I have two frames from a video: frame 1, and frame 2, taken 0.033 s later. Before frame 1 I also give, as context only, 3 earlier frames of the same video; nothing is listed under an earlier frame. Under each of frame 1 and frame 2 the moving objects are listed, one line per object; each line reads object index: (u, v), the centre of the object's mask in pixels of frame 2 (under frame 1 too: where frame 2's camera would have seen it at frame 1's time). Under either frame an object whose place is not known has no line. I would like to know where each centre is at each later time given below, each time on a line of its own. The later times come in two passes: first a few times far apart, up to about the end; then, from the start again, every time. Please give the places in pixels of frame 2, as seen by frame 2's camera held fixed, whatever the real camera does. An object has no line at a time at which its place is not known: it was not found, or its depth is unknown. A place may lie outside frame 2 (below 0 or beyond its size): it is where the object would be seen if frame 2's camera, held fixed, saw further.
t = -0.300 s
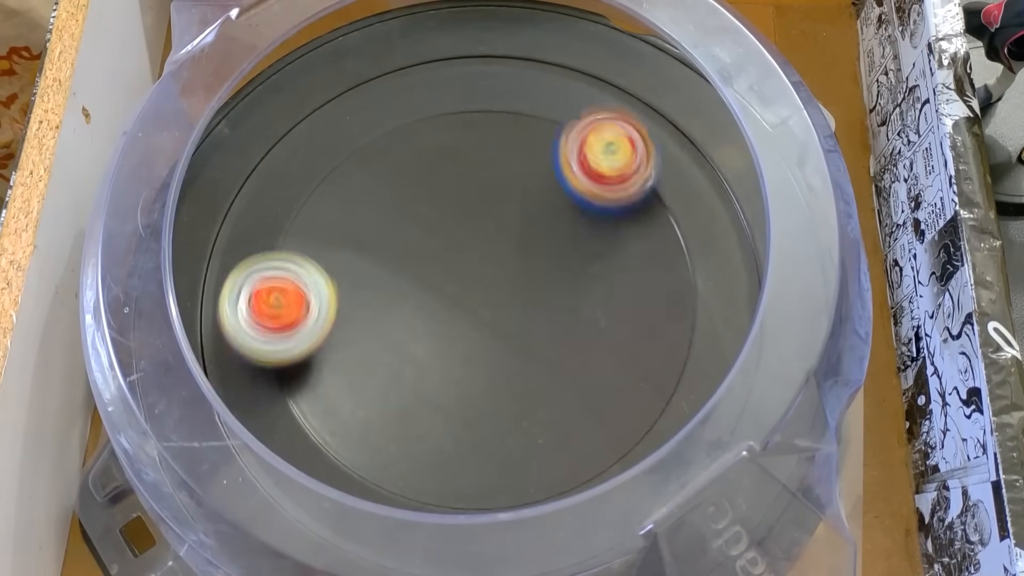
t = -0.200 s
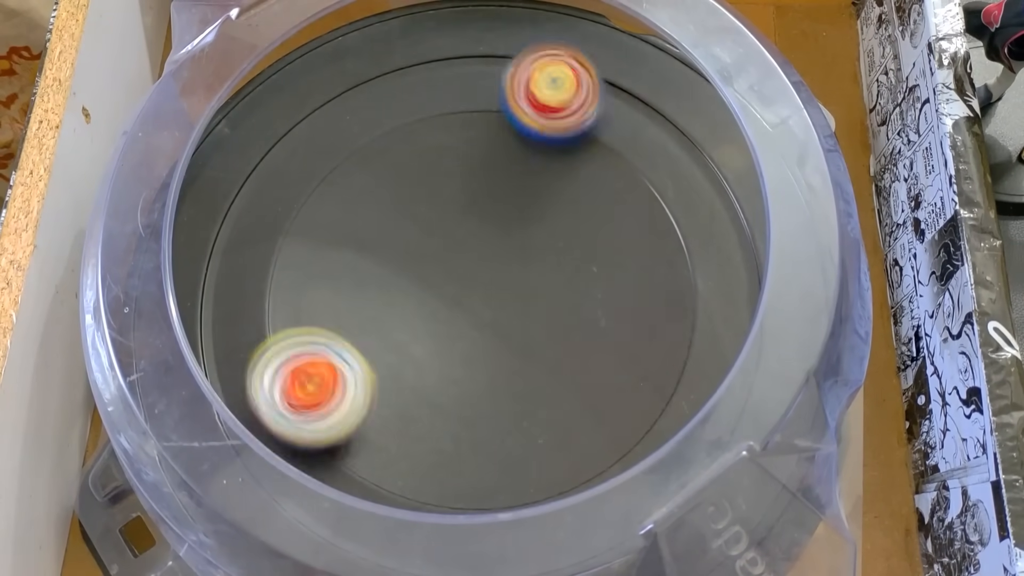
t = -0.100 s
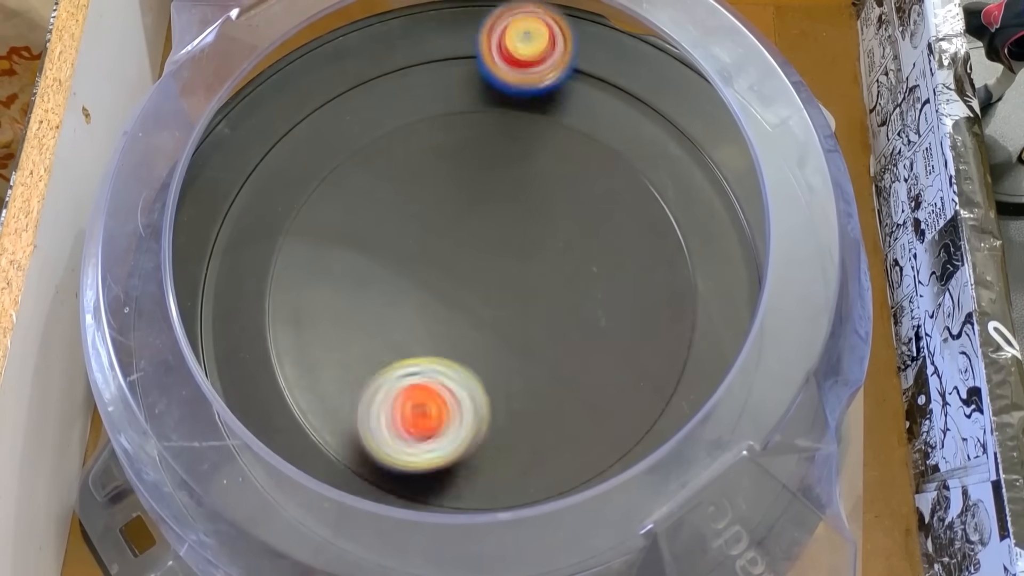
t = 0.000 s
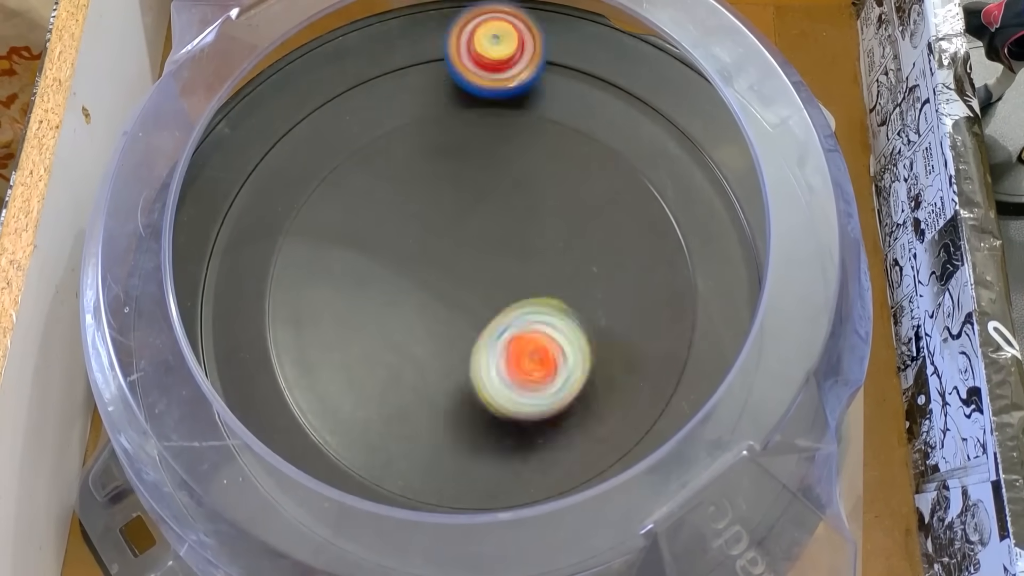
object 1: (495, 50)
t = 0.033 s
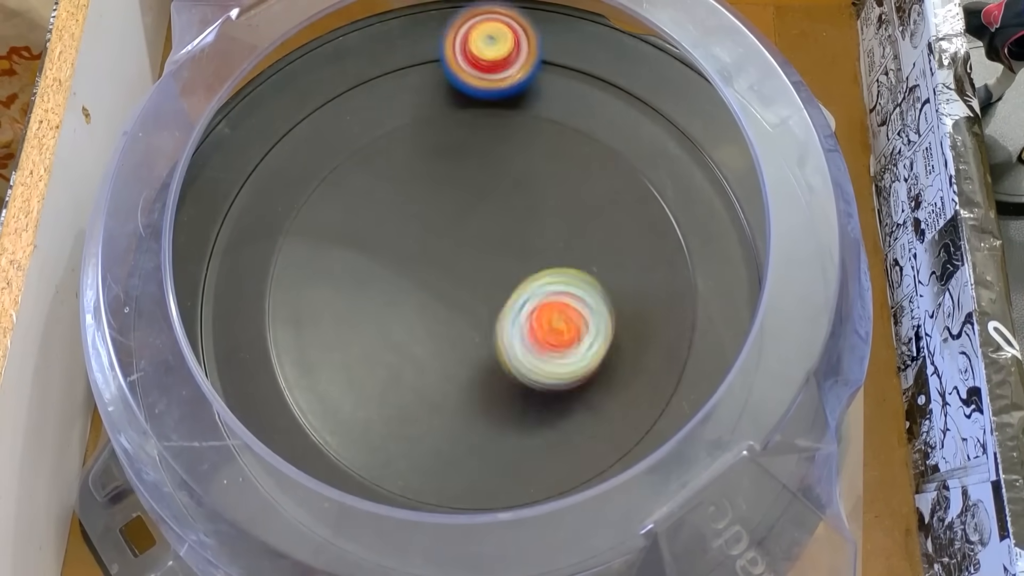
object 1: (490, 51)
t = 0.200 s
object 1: (459, 56)
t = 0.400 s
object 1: (410, 48)
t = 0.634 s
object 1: (380, 131)
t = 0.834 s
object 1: (370, 245)
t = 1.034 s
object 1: (505, 333)
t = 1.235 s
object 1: (603, 256)
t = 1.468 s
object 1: (555, 153)
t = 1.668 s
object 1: (435, 258)
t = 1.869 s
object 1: (461, 379)
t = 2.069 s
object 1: (518, 311)
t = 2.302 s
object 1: (419, 196)
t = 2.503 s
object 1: (334, 242)
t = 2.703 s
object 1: (372, 340)
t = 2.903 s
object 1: (514, 340)
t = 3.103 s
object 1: (589, 192)
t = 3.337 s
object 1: (551, 139)
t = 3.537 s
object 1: (503, 216)
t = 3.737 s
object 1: (495, 327)
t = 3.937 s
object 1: (539, 372)
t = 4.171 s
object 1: (530, 405)
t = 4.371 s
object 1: (501, 394)
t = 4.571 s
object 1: (441, 339)
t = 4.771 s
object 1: (398, 300)
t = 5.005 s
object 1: (374, 267)
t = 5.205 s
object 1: (404, 255)
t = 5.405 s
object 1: (476, 243)
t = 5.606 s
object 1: (505, 217)
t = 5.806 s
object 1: (529, 228)
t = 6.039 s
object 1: (537, 272)
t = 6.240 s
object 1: (533, 310)
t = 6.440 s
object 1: (517, 340)
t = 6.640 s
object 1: (631, 338)
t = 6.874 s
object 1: (644, 319)
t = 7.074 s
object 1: (574, 299)
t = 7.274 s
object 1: (464, 286)
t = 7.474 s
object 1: (432, 317)
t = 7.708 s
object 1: (476, 345)
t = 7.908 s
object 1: (509, 331)
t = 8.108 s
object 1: (507, 285)
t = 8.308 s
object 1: (478, 256)
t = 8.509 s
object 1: (452, 263)
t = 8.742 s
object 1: (434, 261)
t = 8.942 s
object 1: (429, 238)
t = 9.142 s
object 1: (484, 234)
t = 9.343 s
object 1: (486, 265)
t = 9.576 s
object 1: (509, 288)
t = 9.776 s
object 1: (512, 305)
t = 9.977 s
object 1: (507, 293)
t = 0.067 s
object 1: (488, 49)
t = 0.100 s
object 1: (482, 49)
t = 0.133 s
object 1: (471, 51)
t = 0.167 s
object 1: (462, 54)
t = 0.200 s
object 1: (459, 56)
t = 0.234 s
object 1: (458, 53)
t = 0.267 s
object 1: (449, 42)
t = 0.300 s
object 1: (439, 47)
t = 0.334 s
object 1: (429, 38)
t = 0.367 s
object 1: (418, 35)
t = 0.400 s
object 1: (410, 48)
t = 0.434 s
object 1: (404, 68)
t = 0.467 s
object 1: (398, 85)
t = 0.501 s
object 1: (392, 97)
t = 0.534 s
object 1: (389, 106)
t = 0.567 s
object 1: (386, 114)
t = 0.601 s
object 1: (383, 120)
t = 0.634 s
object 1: (380, 131)
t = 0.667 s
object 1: (376, 145)
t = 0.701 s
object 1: (370, 159)
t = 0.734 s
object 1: (364, 176)
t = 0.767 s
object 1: (360, 197)
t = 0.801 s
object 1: (361, 219)
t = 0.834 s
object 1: (370, 245)
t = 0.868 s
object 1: (382, 269)
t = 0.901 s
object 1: (400, 290)
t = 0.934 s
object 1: (425, 310)
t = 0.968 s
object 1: (452, 324)
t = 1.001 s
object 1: (476, 331)
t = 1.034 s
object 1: (505, 333)
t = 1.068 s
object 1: (528, 331)
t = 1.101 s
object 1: (548, 322)
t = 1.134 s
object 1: (566, 309)
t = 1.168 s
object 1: (581, 295)
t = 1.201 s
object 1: (592, 276)
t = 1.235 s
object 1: (603, 256)
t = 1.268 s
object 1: (612, 236)
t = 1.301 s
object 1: (615, 215)
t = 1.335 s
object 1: (615, 192)
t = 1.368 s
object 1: (609, 176)
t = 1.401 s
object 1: (594, 163)
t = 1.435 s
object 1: (576, 154)
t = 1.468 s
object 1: (555, 153)
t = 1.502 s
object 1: (533, 158)
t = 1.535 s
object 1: (508, 170)
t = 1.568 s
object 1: (485, 186)
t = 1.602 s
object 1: (465, 207)
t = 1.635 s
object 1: (447, 232)
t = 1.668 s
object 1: (435, 258)
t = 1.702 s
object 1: (428, 282)
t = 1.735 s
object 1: (426, 307)
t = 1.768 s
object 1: (429, 330)
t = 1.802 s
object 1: (435, 349)
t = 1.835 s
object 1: (446, 366)
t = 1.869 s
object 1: (461, 379)
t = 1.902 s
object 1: (478, 390)
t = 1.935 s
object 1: (495, 398)
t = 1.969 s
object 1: (516, 404)
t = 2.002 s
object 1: (528, 399)
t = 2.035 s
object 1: (524, 354)
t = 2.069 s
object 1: (518, 311)
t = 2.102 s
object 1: (508, 275)
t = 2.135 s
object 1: (496, 244)
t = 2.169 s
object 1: (481, 220)
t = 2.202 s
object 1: (467, 206)
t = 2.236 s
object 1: (451, 197)
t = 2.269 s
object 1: (435, 195)
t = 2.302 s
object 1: (419, 196)
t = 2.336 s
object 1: (402, 199)
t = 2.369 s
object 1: (386, 203)
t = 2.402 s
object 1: (371, 210)
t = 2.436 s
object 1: (357, 219)
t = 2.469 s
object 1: (344, 229)
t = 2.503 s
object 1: (334, 242)
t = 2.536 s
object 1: (327, 257)
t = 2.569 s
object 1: (324, 275)
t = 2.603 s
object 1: (327, 292)
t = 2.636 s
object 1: (338, 310)
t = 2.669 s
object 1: (353, 327)
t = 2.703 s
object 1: (372, 340)
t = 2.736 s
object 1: (394, 351)
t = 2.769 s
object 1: (419, 357)
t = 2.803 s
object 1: (445, 358)
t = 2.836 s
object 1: (470, 356)
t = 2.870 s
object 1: (494, 349)
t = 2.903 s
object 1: (514, 340)
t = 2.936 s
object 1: (531, 327)
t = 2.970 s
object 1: (545, 310)
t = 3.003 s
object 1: (555, 293)
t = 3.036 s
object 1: (568, 265)
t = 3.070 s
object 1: (580, 225)
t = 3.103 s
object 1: (589, 192)
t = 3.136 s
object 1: (594, 167)
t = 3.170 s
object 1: (597, 150)
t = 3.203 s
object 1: (595, 137)
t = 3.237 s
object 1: (589, 129)
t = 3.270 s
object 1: (578, 128)
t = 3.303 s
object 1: (563, 132)
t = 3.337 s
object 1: (551, 139)
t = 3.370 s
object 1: (543, 145)
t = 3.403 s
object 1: (535, 153)
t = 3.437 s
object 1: (526, 164)
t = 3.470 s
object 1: (518, 178)
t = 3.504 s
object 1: (510, 196)
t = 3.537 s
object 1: (503, 216)
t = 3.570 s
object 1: (498, 235)
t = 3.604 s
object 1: (493, 256)
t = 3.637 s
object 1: (489, 277)
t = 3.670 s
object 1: (488, 296)
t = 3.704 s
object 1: (489, 313)
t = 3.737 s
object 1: (495, 327)
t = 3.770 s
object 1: (508, 339)
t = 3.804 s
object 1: (518, 345)
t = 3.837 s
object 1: (526, 354)
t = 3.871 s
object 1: (533, 362)
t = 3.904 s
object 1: (537, 369)
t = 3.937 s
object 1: (539, 372)
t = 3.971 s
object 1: (539, 376)
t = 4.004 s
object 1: (539, 382)
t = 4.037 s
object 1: (539, 388)
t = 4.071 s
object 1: (538, 392)
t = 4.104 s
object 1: (536, 394)
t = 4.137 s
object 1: (533, 399)
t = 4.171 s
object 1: (530, 405)
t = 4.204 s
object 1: (528, 409)
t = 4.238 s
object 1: (524, 408)
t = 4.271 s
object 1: (518, 406)
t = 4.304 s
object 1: (511, 405)
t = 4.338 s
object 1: (507, 403)
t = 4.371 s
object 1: (501, 394)
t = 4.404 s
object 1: (491, 385)
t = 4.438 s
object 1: (481, 377)
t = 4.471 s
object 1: (472, 370)
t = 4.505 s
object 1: (464, 359)
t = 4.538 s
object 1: (453, 348)
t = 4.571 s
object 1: (441, 339)
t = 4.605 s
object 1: (432, 333)
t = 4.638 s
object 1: (425, 324)
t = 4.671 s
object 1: (416, 315)
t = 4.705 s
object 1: (407, 310)
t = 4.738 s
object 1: (402, 306)
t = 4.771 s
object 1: (398, 300)
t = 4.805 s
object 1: (393, 293)
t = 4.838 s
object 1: (387, 289)
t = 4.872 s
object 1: (383, 286)
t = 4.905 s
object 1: (381, 280)
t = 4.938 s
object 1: (377, 274)
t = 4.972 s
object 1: (373, 270)
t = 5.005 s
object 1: (374, 267)
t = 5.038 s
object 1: (375, 262)
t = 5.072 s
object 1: (375, 259)
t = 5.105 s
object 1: (380, 259)
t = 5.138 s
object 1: (389, 258)
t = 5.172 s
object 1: (397, 255)
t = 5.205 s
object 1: (404, 255)
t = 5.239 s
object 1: (417, 257)
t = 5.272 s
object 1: (430, 255)
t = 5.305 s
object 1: (440, 252)
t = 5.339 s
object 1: (451, 251)
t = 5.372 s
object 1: (466, 249)
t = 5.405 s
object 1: (476, 243)
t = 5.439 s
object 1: (478, 234)
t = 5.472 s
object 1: (481, 229)
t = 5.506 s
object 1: (485, 223)
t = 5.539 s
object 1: (490, 219)
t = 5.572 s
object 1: (497, 220)
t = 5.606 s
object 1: (505, 217)
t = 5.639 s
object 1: (508, 216)
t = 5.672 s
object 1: (513, 217)
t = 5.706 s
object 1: (519, 217)
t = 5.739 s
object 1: (521, 219)
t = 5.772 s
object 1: (525, 224)
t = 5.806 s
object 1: (529, 228)
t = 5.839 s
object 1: (530, 234)
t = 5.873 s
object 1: (532, 241)
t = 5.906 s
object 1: (535, 247)
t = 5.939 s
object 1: (533, 255)
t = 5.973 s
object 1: (535, 263)
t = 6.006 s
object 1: (538, 266)
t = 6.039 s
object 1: (537, 272)
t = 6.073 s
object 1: (538, 280)
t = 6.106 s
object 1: (538, 283)
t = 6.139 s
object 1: (537, 291)
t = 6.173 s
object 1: (538, 298)
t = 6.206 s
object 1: (535, 303)
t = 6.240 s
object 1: (533, 310)
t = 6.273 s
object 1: (533, 315)
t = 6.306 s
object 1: (529, 320)
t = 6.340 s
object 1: (527, 327)
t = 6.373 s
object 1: (525, 330)
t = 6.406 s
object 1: (519, 334)
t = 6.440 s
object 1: (517, 340)
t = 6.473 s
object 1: (513, 340)
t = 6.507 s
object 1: (523, 346)
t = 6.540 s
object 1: (561, 343)
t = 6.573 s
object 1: (592, 346)
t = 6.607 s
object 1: (617, 340)
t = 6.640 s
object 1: (631, 338)
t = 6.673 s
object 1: (640, 332)
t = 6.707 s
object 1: (646, 334)
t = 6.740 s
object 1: (646, 328)
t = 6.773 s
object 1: (650, 327)
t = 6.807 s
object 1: (648, 323)
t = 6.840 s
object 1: (650, 323)
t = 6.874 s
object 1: (644, 319)
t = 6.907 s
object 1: (641, 316)
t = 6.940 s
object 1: (630, 312)
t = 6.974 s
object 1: (622, 308)
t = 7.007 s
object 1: (605, 305)
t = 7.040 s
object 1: (592, 299)
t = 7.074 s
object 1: (574, 299)
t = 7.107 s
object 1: (558, 292)
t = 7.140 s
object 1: (540, 291)
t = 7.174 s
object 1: (521, 285)
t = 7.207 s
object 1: (502, 285)
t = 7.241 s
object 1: (482, 283)
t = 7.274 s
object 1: (464, 286)
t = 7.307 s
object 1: (446, 292)
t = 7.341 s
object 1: (436, 294)
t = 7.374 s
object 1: (428, 301)
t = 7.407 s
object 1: (425, 303)
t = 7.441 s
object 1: (431, 311)
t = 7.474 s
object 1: (432, 317)
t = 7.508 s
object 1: (439, 319)
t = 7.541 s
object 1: (444, 328)
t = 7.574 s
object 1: (447, 331)
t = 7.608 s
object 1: (457, 335)
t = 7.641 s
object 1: (459, 341)
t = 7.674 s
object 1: (466, 340)
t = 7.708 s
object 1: (476, 345)
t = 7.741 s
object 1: (479, 345)
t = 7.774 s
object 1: (489, 342)
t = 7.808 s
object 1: (495, 345)
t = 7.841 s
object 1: (499, 338)
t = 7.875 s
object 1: (508, 335)
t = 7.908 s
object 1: (509, 331)
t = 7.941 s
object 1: (512, 320)
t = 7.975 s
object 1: (517, 317)
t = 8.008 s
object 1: (514, 308)
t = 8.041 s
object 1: (514, 297)
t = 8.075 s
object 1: (513, 295)
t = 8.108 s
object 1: (507, 285)
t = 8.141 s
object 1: (506, 278)
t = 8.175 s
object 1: (500, 276)
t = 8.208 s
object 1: (494, 266)
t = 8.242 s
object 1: (493, 264)
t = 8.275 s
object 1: (484, 262)
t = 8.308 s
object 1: (478, 256)
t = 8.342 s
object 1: (476, 257)
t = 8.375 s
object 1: (467, 257)
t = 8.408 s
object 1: (463, 255)
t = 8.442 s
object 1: (459, 260)
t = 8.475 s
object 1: (452, 261)
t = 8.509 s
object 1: (452, 263)
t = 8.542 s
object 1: (448, 272)
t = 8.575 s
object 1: (445, 273)
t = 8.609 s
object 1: (447, 279)
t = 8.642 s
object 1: (447, 288)
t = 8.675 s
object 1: (446, 288)
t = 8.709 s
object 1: (441, 273)
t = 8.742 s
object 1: (434, 261)
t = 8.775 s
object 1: (429, 251)
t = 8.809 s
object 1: (427, 241)
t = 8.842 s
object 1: (429, 239)
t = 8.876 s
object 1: (426, 240)
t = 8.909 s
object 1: (426, 238)
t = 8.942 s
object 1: (429, 238)
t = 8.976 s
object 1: (443, 235)
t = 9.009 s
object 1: (456, 232)
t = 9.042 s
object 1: (464, 230)
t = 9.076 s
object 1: (473, 228)
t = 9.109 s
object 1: (481, 230)
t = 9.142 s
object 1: (484, 234)
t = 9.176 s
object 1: (483, 240)
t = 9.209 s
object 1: (481, 245)
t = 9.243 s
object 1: (480, 247)
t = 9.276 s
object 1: (481, 252)
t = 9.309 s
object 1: (484, 258)
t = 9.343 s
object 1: (486, 265)
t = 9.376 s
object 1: (488, 271)
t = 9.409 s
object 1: (490, 277)
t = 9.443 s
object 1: (493, 281)
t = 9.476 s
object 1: (496, 284)
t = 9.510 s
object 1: (500, 286)
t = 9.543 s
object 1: (505, 287)
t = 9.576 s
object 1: (509, 288)
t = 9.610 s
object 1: (515, 295)
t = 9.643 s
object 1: (518, 299)
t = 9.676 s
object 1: (519, 303)
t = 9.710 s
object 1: (517, 305)
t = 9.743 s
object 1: (514, 305)
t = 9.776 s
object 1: (512, 305)
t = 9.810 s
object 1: (509, 304)
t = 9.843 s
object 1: (506, 301)
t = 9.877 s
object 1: (506, 297)
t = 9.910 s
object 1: (506, 295)
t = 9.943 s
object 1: (507, 293)
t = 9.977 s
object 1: (507, 293)
